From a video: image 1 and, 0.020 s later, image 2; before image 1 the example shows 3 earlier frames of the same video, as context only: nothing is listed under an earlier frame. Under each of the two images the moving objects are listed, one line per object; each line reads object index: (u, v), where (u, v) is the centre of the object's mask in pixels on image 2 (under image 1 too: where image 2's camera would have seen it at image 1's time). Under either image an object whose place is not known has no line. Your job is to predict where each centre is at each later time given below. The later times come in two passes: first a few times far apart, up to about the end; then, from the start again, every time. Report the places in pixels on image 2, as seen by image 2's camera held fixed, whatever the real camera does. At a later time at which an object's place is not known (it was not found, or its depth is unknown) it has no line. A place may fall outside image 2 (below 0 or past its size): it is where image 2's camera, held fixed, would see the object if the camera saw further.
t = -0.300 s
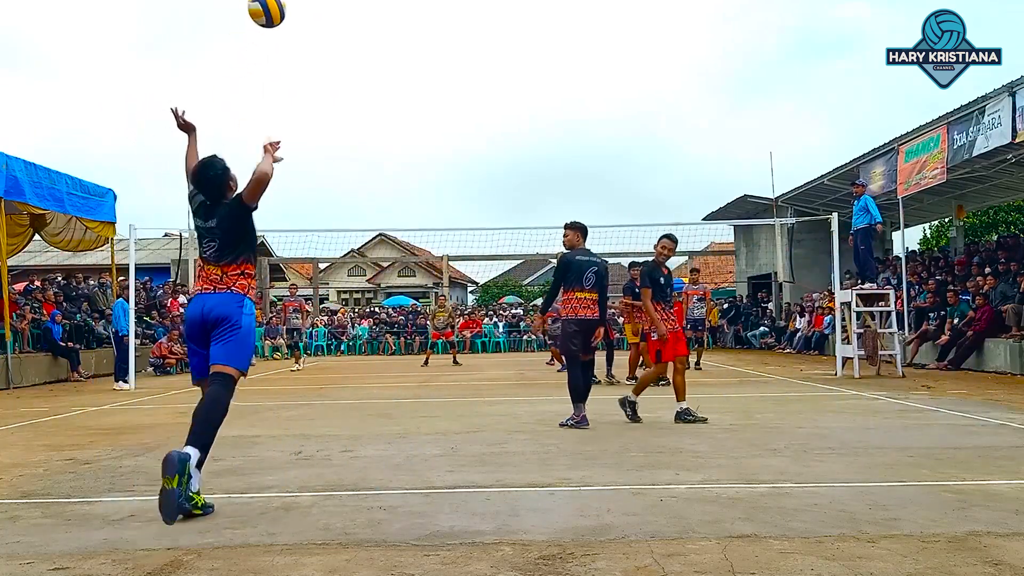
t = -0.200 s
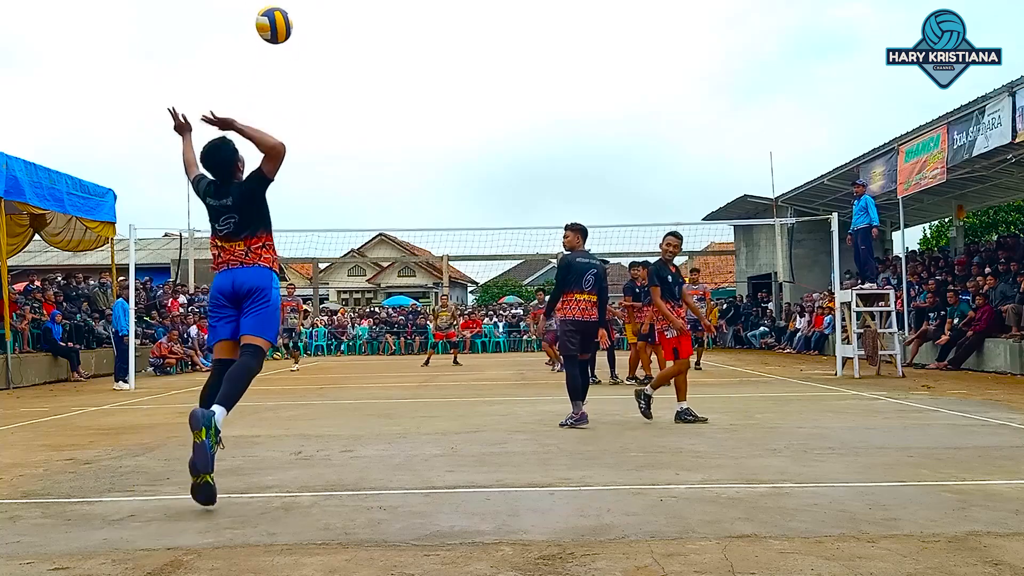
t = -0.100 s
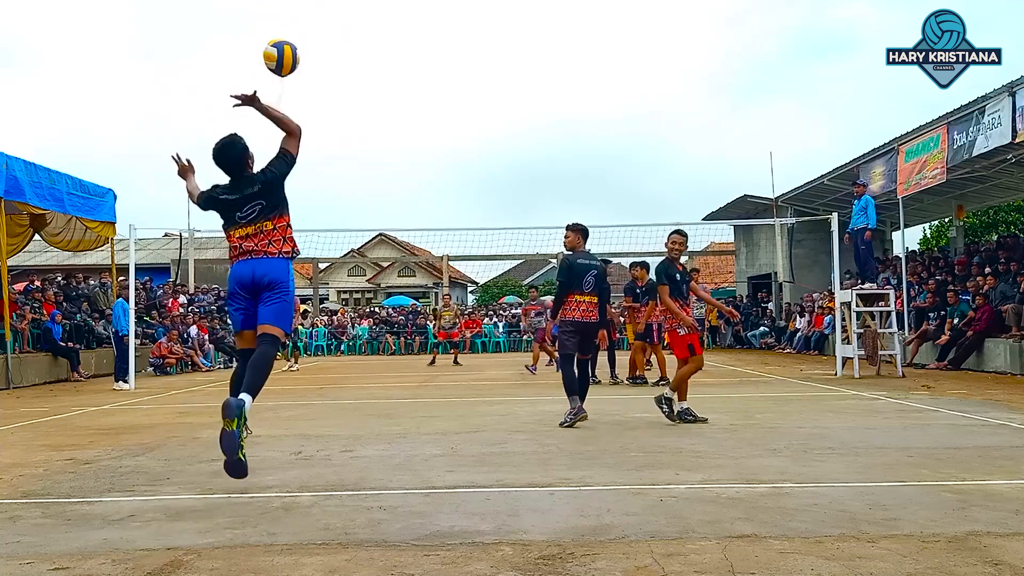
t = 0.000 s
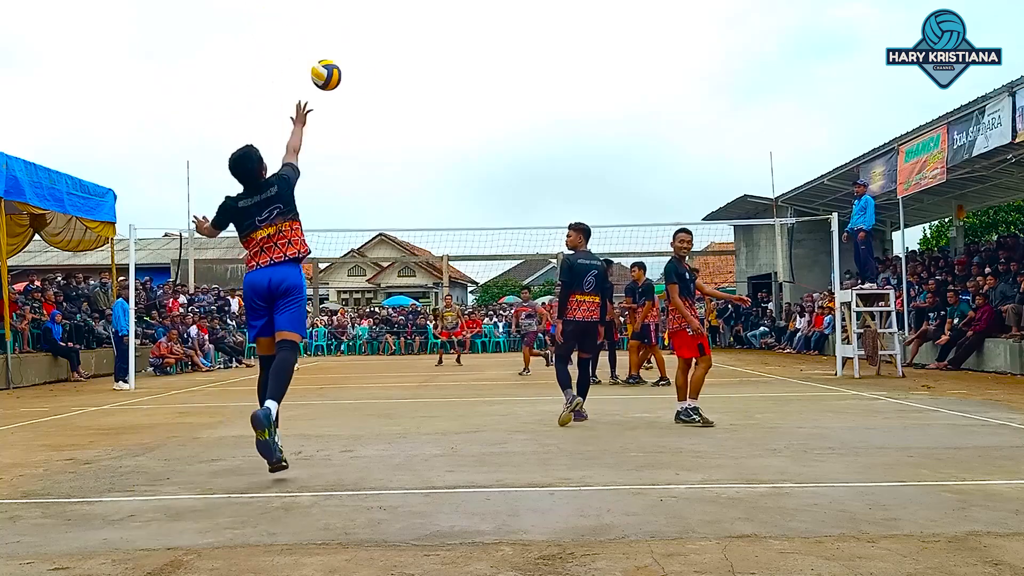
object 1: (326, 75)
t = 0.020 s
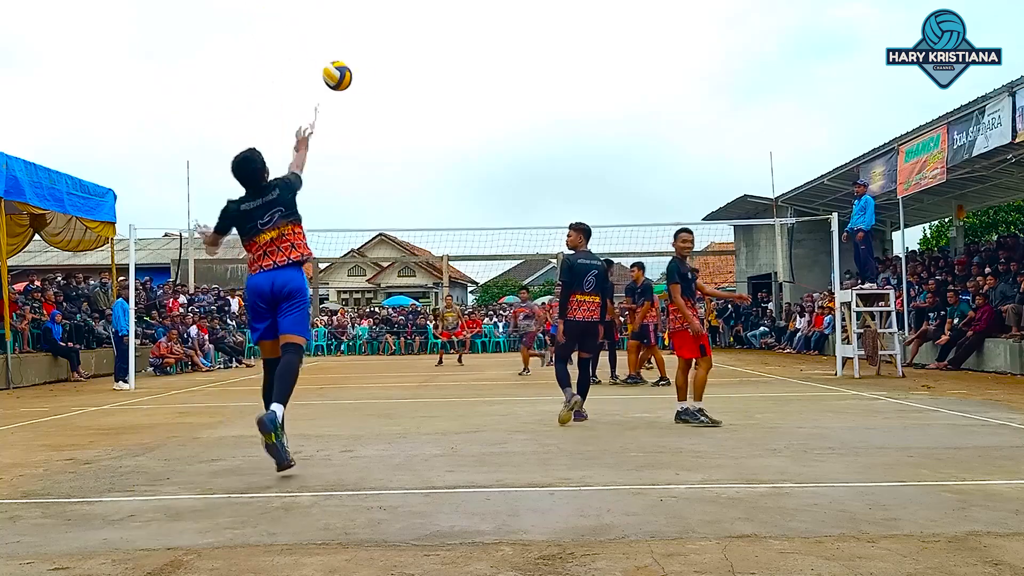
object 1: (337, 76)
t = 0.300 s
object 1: (431, 117)
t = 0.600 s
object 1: (467, 191)
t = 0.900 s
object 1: (484, 274)
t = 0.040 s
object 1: (348, 77)
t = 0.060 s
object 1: (358, 79)
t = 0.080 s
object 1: (366, 81)
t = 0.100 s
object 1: (375, 83)
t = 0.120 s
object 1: (382, 85)
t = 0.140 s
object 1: (389, 87)
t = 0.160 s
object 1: (396, 91)
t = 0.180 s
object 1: (402, 93)
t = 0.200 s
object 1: (408, 97)
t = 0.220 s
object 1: (413, 101)
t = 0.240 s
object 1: (418, 104)
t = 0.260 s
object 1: (423, 108)
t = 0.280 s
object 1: (427, 112)
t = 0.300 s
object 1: (431, 117)
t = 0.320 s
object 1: (435, 121)
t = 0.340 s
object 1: (438, 125)
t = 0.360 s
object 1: (441, 130)
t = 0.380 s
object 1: (444, 134)
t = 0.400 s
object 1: (447, 139)
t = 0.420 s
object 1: (449, 143)
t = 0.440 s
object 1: (452, 148)
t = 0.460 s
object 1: (454, 153)
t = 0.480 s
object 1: (456, 158)
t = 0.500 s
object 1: (459, 163)
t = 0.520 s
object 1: (461, 169)
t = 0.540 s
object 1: (463, 174)
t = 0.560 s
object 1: (464, 180)
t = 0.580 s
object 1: (466, 185)
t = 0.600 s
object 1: (467, 191)
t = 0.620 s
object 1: (469, 196)
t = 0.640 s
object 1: (470, 202)
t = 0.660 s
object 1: (471, 208)
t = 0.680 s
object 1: (473, 213)
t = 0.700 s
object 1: (474, 220)
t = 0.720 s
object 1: (475, 224)
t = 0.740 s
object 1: (477, 233)
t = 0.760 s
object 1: (478, 238)
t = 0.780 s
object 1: (479, 242)
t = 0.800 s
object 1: (480, 246)
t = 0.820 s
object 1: (481, 252)
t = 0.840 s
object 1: (483, 259)
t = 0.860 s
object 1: (483, 265)
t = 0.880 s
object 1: (484, 271)
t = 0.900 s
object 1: (484, 274)
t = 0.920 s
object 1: (484, 279)
